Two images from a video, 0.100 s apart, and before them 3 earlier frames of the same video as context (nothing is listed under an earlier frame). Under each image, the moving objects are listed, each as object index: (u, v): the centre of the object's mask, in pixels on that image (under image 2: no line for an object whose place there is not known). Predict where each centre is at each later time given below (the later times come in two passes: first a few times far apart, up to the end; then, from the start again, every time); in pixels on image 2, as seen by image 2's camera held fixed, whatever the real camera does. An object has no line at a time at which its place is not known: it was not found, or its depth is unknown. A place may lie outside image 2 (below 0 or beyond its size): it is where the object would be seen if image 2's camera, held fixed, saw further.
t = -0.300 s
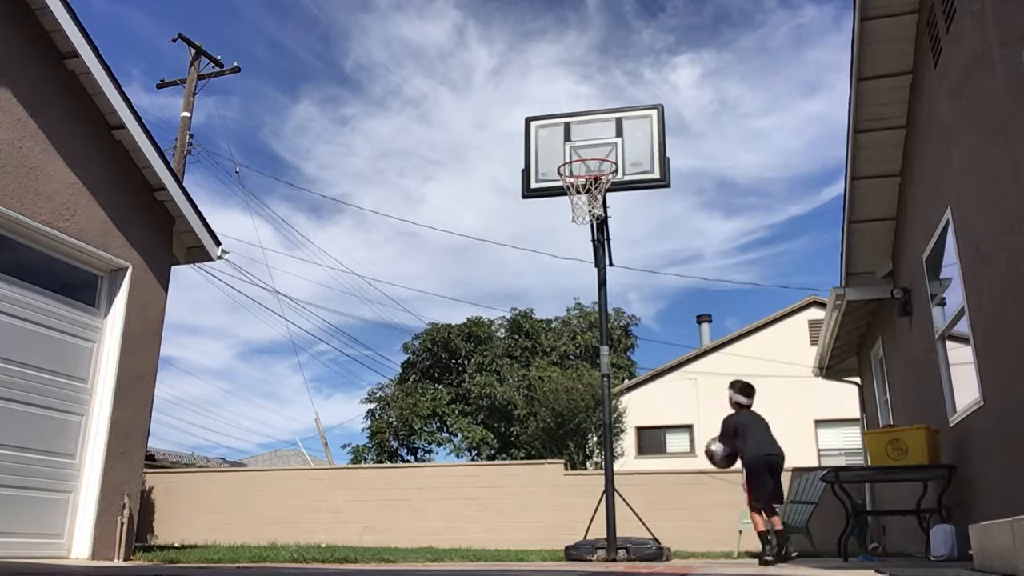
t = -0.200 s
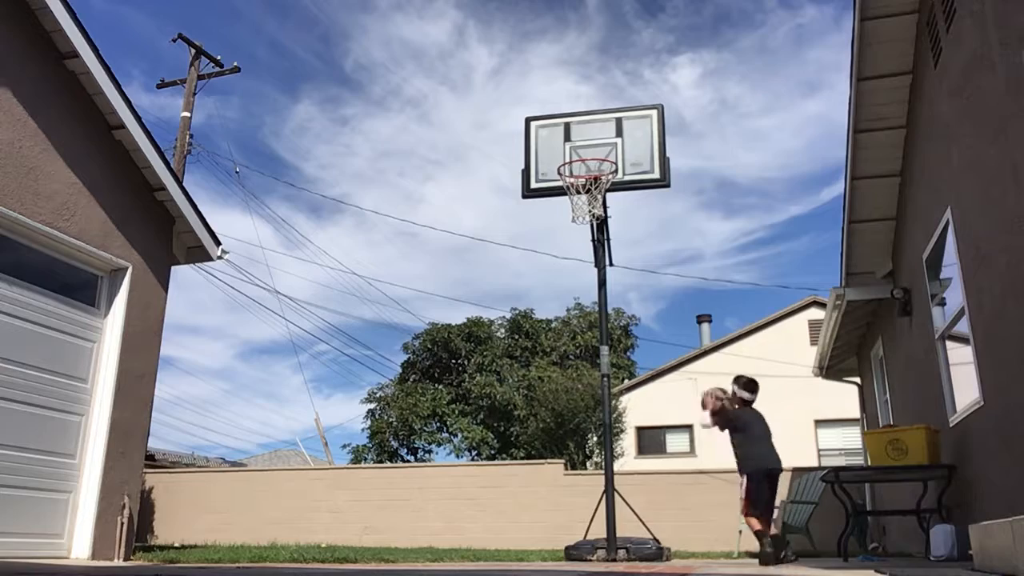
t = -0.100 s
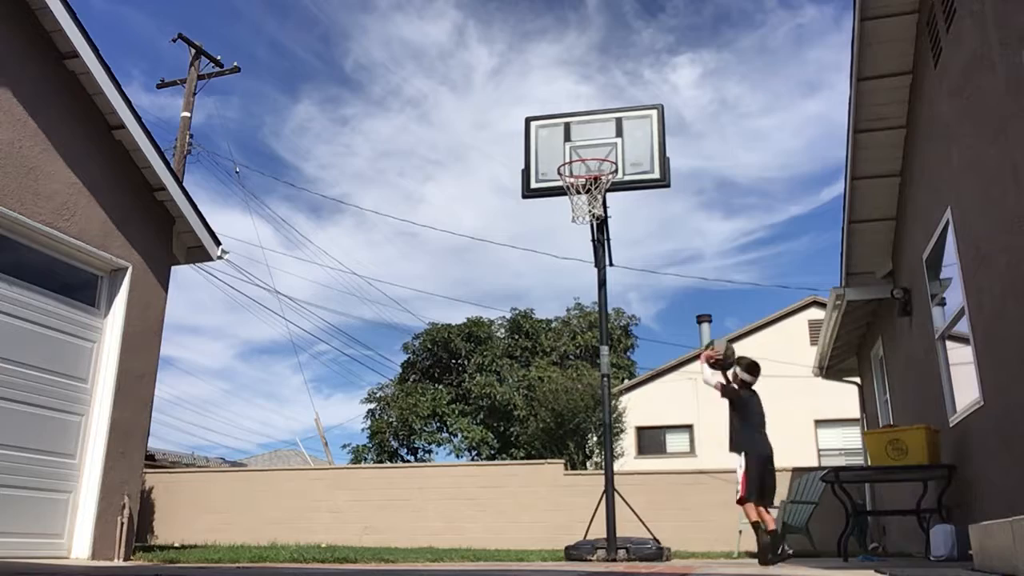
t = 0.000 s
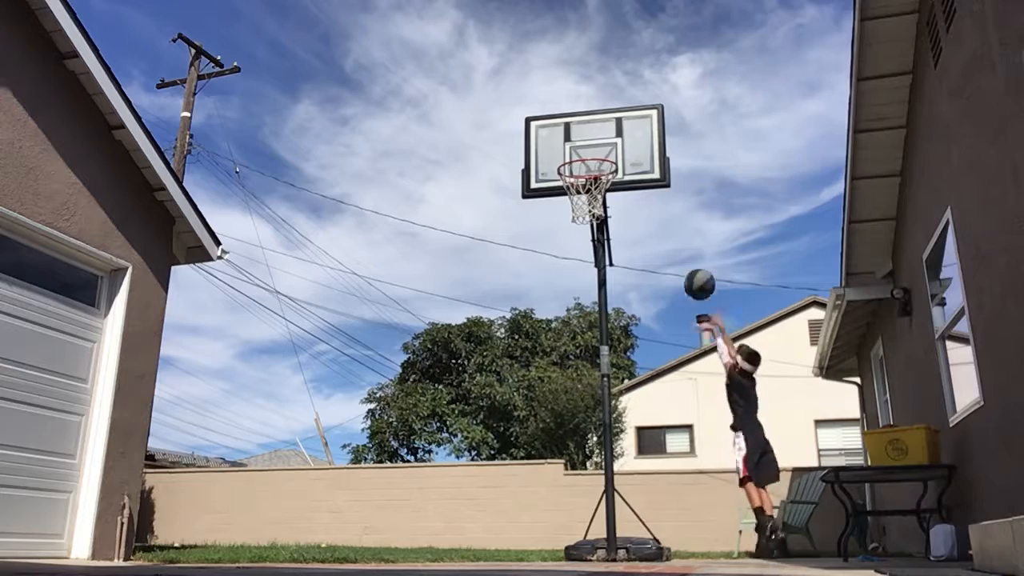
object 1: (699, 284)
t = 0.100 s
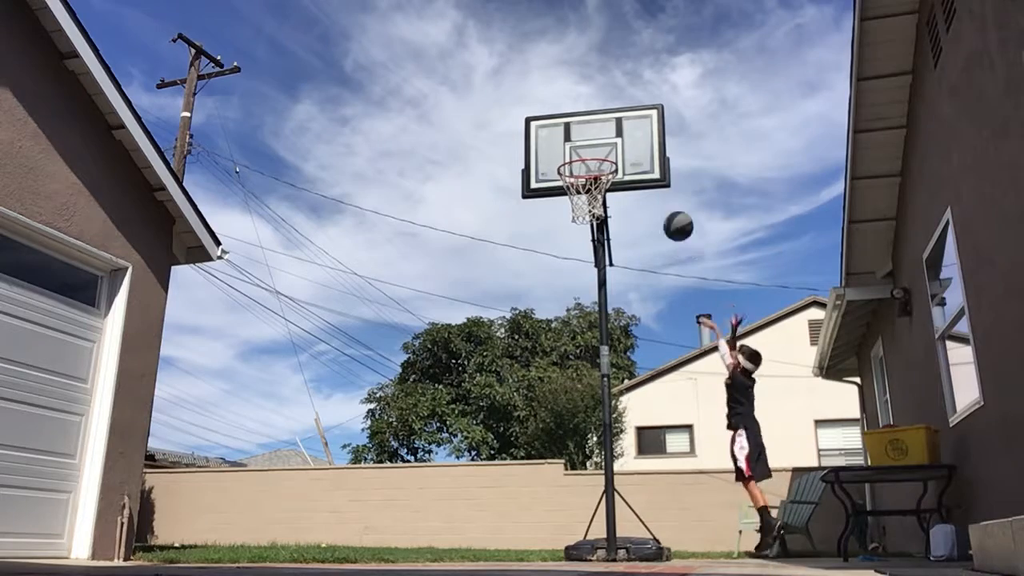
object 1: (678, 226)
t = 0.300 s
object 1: (642, 155)
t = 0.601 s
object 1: (595, 137)
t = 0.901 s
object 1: (558, 154)
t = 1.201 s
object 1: (530, 199)
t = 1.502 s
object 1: (499, 334)
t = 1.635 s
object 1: (488, 434)
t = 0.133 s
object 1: (672, 210)
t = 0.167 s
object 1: (665, 197)
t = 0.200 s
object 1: (660, 184)
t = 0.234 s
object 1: (654, 173)
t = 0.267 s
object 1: (647, 163)
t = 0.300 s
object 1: (642, 155)
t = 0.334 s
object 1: (636, 148)
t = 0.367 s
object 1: (631, 142)
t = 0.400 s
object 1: (625, 138)
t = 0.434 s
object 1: (620, 135)
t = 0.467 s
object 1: (615, 133)
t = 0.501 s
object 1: (610, 133)
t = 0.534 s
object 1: (604, 134)
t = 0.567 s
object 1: (600, 135)
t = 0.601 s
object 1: (595, 137)
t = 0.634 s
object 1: (590, 141)
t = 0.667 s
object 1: (586, 146)
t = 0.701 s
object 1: (581, 150)
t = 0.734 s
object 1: (576, 159)
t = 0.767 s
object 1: (572, 164)
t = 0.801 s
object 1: (569, 160)
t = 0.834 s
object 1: (564, 155)
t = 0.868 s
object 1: (561, 154)
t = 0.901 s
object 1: (558, 154)
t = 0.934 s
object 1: (555, 155)
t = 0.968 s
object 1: (552, 157)
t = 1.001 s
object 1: (549, 159)
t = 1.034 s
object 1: (546, 163)
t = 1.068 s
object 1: (542, 168)
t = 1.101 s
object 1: (540, 174)
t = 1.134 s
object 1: (537, 181)
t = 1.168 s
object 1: (532, 189)
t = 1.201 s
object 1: (530, 199)
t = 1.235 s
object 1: (526, 209)
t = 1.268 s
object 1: (523, 220)
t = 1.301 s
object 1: (520, 233)
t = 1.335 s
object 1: (517, 247)
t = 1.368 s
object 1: (514, 262)
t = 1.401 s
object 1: (511, 278)
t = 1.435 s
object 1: (508, 296)
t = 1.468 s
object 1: (504, 316)
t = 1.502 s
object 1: (499, 334)
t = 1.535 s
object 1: (497, 358)
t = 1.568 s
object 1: (495, 383)
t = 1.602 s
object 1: (489, 405)
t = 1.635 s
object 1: (488, 434)
